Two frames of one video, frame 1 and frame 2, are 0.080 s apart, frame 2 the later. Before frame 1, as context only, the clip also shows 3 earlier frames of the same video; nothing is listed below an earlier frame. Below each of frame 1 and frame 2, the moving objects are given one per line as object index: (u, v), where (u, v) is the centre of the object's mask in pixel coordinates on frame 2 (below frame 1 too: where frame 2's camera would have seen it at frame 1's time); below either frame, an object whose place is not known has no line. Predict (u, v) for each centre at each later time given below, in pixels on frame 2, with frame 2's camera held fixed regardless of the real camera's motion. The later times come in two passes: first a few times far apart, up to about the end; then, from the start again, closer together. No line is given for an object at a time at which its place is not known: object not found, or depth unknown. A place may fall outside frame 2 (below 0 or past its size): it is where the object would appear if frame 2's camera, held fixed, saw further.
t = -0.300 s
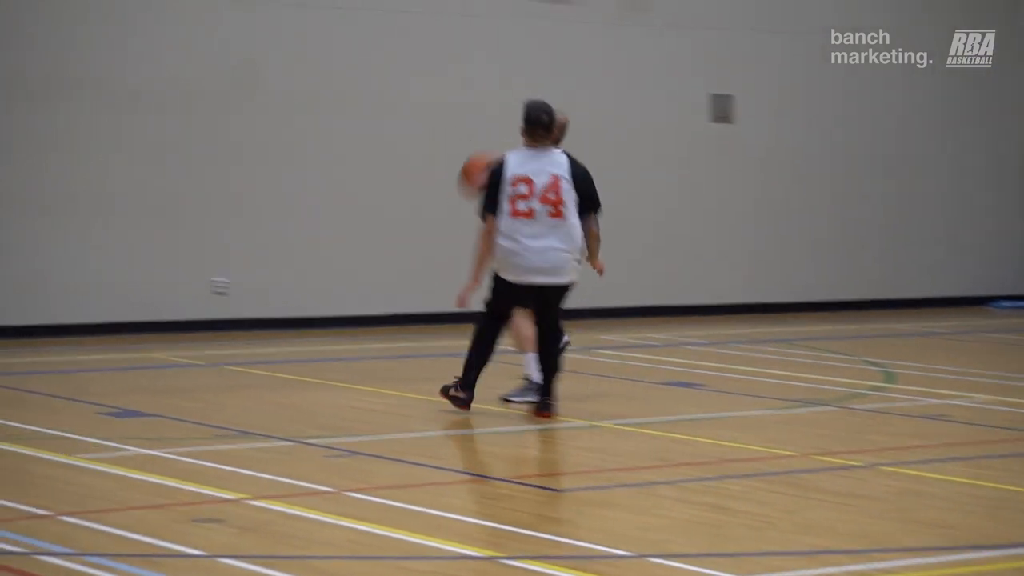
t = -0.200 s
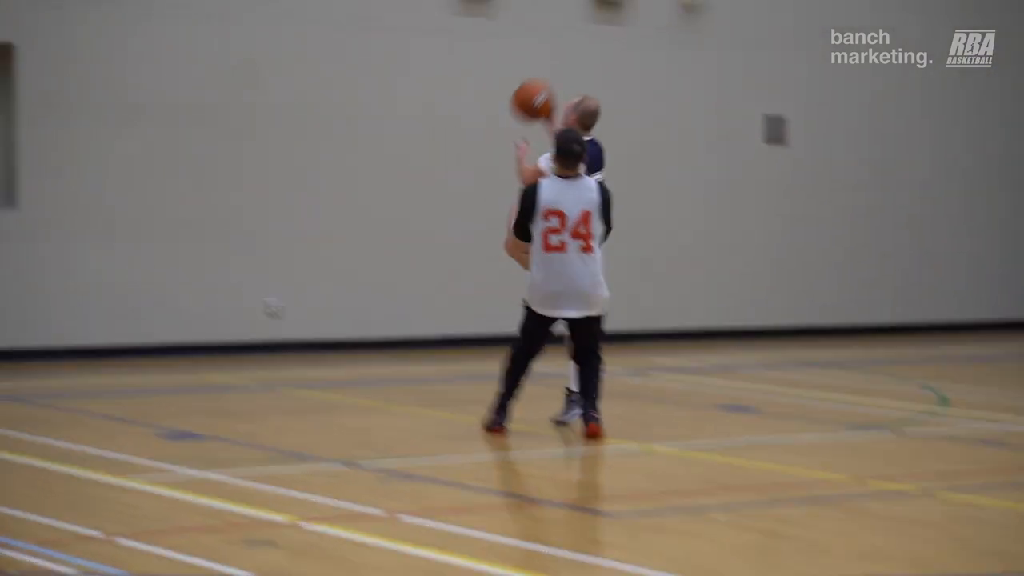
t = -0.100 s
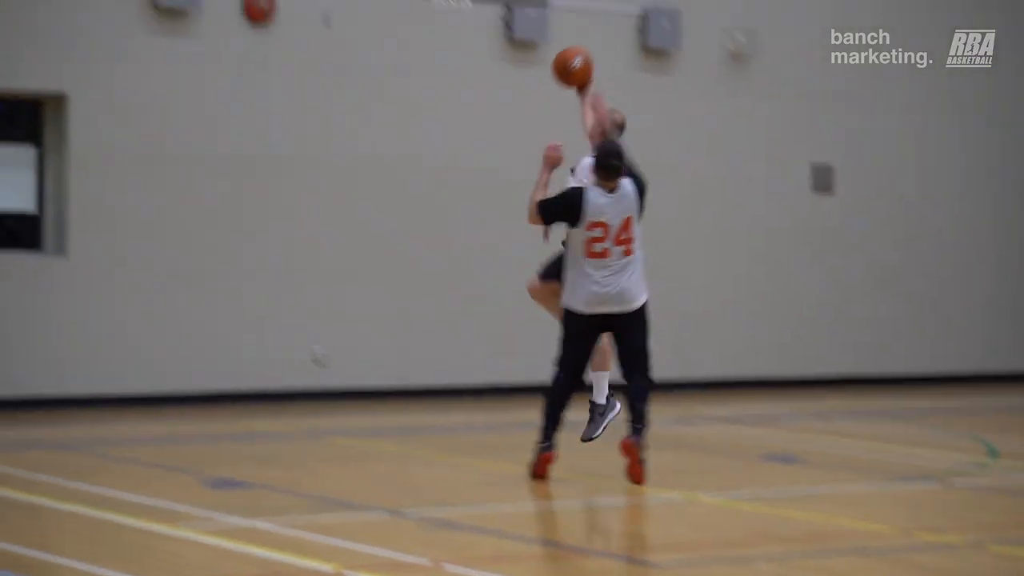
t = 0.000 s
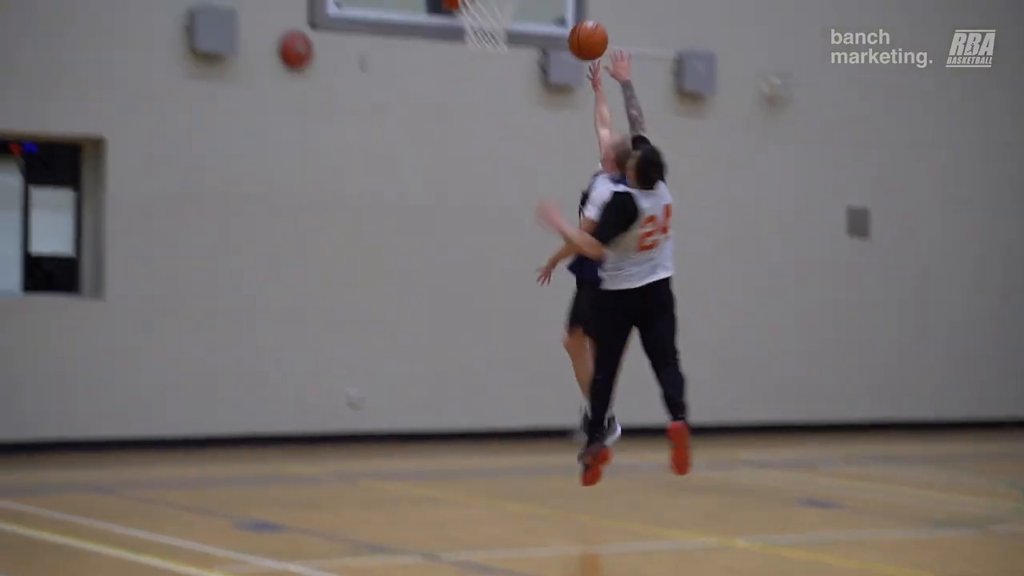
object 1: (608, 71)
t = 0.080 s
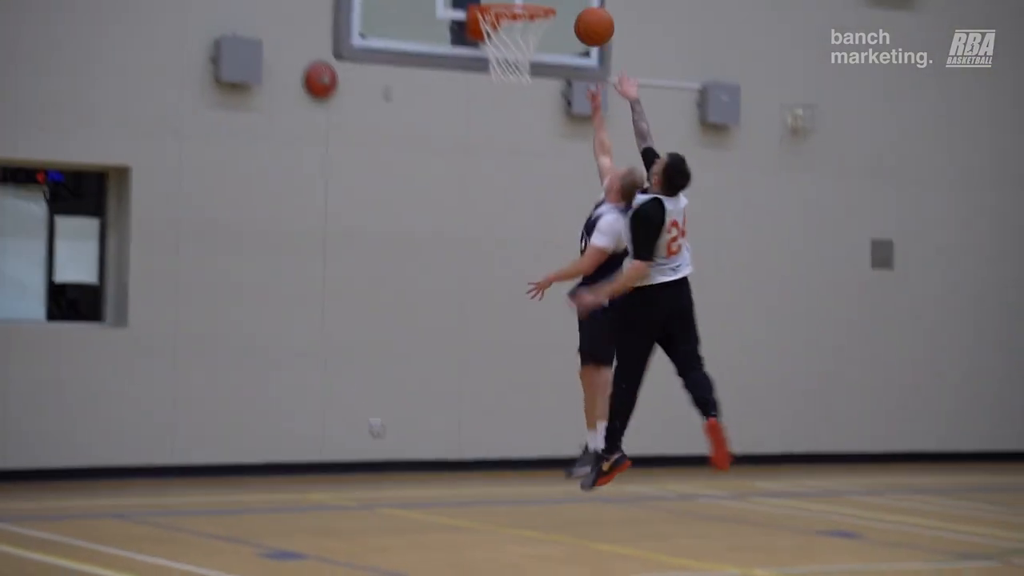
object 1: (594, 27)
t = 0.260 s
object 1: (556, -34)
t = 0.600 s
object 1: (538, -18)
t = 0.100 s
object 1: (591, 17)
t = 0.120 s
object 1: (586, 8)
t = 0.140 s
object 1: (582, 0)
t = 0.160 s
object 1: (577, -7)
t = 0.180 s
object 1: (573, -13)
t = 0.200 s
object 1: (569, -20)
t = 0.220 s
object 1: (565, -25)
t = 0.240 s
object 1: (560, -30)
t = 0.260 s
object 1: (556, -34)
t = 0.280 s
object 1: (552, -38)
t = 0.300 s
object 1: (547, -41)
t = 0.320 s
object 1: (543, -44)
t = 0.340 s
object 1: (539, -45)
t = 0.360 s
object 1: (539, -47)
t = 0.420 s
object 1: (539, -48)
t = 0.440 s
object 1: (539, -48)
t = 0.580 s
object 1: (538, -23)
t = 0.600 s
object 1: (538, -18)
